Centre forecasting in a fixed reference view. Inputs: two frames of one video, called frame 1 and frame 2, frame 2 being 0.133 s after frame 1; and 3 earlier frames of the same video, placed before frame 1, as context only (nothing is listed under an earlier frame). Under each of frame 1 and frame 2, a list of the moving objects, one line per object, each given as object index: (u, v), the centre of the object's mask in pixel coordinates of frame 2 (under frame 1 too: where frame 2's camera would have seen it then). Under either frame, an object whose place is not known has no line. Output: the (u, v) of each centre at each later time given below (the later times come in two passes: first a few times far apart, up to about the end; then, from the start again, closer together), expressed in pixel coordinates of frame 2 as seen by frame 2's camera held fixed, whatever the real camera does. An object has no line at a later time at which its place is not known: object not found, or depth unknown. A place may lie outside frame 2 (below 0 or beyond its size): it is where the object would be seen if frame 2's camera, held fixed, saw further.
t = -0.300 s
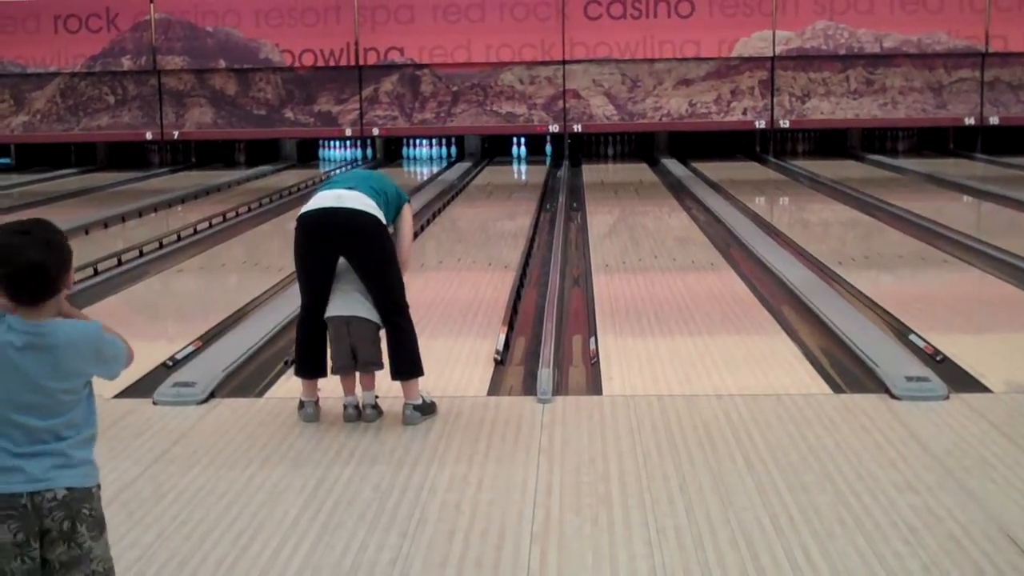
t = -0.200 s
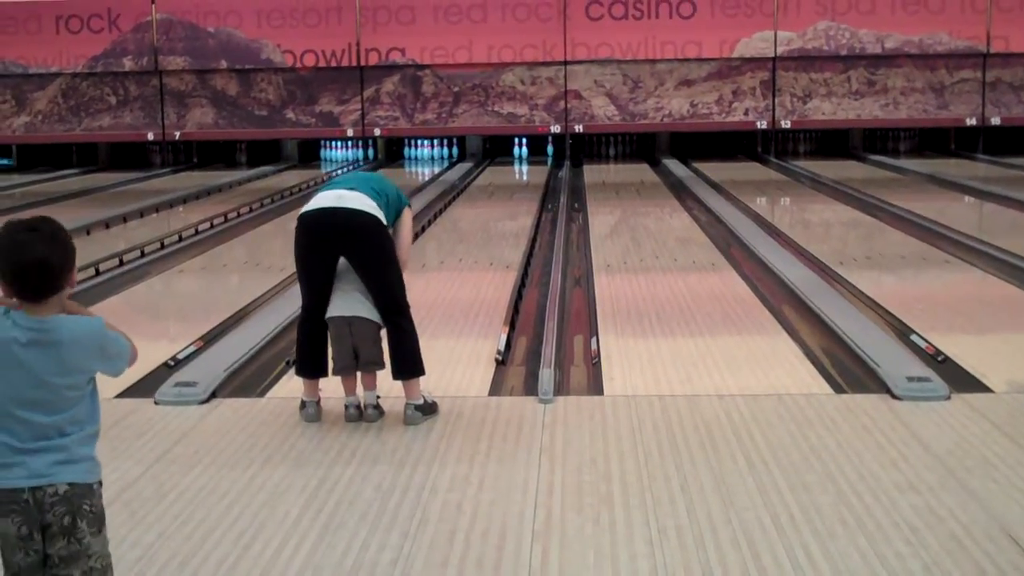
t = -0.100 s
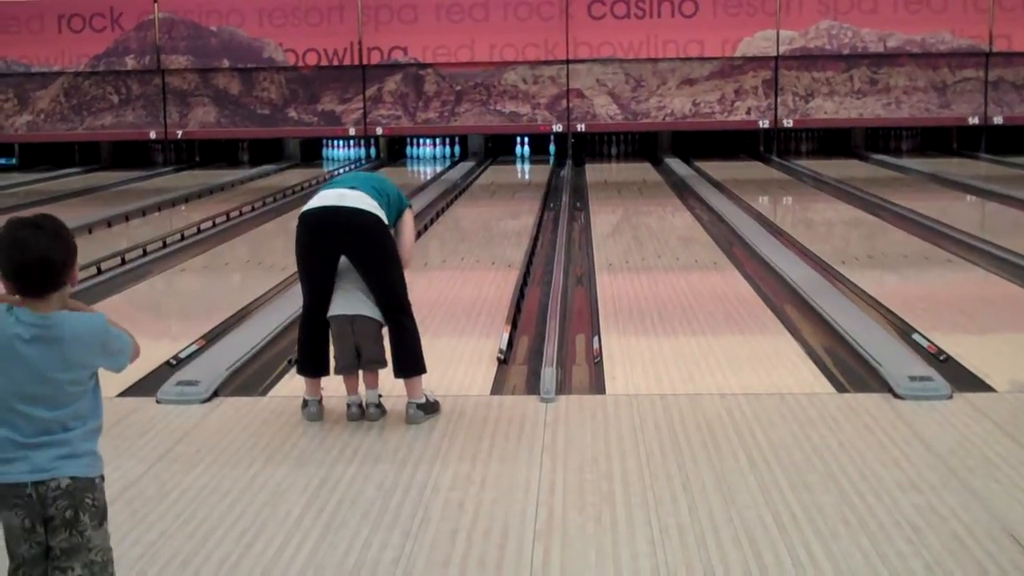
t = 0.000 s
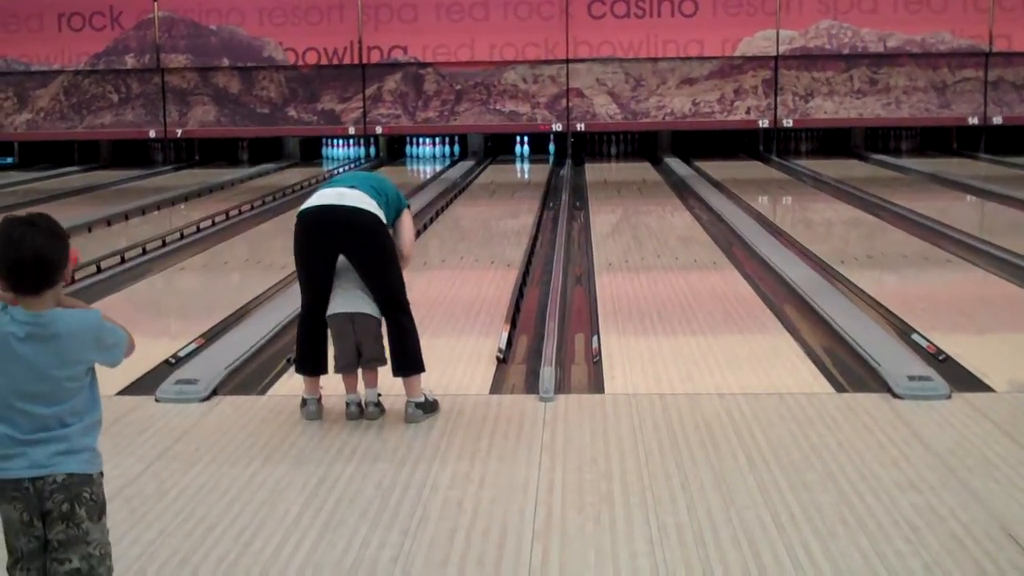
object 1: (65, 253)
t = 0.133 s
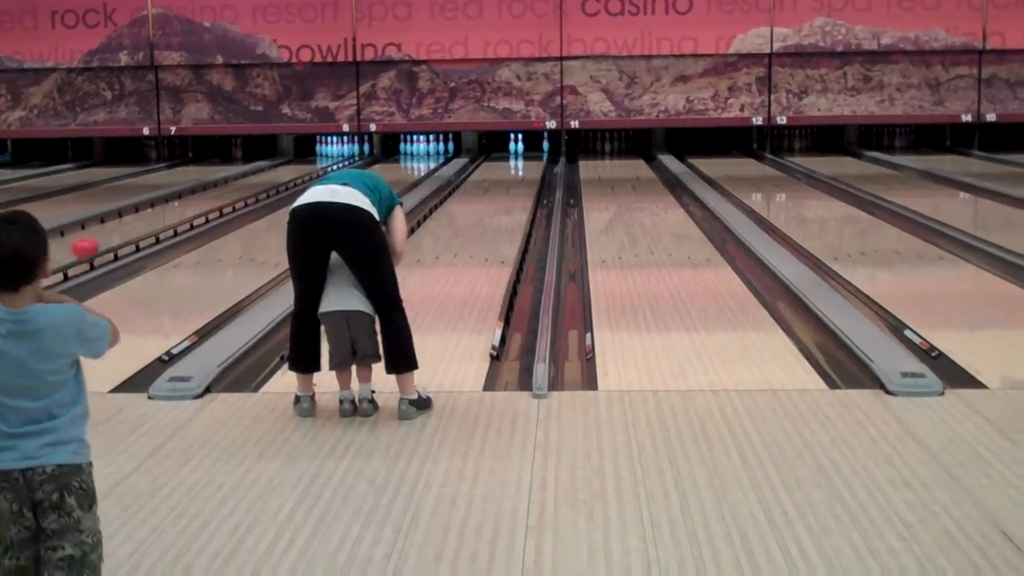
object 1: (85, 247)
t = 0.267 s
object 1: (108, 239)
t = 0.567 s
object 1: (151, 224)
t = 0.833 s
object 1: (176, 214)
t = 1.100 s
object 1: (197, 206)
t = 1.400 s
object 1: (215, 199)
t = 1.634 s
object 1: (230, 193)
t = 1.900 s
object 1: (244, 186)
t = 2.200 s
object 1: (253, 183)
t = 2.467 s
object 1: (266, 177)
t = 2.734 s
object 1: (274, 173)
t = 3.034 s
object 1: (281, 170)
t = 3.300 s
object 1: (286, 167)
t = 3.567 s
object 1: (292, 164)
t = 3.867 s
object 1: (297, 161)
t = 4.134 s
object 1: (302, 158)
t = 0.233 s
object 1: (103, 241)
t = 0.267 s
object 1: (108, 239)
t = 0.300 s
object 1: (115, 238)
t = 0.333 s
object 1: (120, 236)
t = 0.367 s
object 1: (126, 234)
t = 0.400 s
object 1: (131, 232)
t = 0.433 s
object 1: (135, 230)
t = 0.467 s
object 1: (141, 229)
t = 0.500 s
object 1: (144, 227)
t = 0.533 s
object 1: (148, 225)
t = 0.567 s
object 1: (151, 224)
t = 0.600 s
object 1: (154, 223)
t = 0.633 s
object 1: (157, 223)
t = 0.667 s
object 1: (161, 221)
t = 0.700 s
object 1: (164, 220)
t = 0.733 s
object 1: (167, 218)
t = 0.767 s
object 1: (170, 216)
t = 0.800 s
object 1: (173, 215)
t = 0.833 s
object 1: (176, 214)
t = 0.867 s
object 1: (179, 213)
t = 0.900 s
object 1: (182, 212)
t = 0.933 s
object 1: (184, 211)
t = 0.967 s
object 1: (185, 210)
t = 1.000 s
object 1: (189, 209)
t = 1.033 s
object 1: (194, 207)
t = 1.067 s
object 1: (194, 207)
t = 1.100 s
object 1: (197, 206)
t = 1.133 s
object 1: (199, 205)
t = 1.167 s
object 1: (201, 205)
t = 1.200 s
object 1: (203, 204)
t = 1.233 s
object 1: (206, 203)
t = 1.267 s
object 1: (207, 201)
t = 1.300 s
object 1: (210, 201)
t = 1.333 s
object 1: (211, 200)
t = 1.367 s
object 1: (213, 200)
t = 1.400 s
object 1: (215, 199)
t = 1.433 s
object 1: (217, 198)
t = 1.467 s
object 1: (219, 197)
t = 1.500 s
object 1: (222, 196)
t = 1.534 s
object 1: (224, 195)
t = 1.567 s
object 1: (227, 194)
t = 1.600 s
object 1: (228, 194)
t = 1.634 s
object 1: (230, 193)
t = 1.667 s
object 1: (231, 192)
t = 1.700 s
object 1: (231, 192)
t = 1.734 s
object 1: (233, 191)
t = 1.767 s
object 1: (235, 190)
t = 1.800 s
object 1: (237, 190)
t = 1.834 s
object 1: (239, 190)
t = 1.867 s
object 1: (242, 187)
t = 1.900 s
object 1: (244, 186)
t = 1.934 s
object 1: (245, 186)
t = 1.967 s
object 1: (246, 186)
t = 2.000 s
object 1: (247, 185)
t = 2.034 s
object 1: (249, 185)
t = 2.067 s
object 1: (251, 184)
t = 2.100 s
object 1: (252, 184)
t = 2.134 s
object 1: (253, 183)
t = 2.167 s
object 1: (253, 183)
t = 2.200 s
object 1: (253, 183)
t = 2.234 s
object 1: (255, 182)
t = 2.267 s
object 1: (257, 181)
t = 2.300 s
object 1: (257, 181)
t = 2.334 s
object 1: (260, 181)
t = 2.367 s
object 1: (261, 180)
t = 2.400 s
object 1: (262, 179)
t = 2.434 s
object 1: (265, 178)
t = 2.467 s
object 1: (266, 177)
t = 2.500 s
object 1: (267, 176)
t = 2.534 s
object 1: (269, 176)
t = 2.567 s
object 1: (269, 176)
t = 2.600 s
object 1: (270, 176)
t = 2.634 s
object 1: (271, 175)
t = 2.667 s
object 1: (272, 174)
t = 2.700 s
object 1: (272, 174)
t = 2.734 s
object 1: (274, 173)
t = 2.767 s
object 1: (274, 173)
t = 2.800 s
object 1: (275, 173)
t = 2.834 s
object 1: (276, 173)
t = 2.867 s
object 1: (277, 171)
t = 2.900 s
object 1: (278, 171)
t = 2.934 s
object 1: (278, 170)
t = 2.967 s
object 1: (279, 170)
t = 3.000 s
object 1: (280, 170)
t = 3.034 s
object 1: (281, 170)
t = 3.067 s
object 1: (282, 169)
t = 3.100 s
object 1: (281, 169)
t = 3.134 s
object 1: (282, 169)
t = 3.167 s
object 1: (283, 168)
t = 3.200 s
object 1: (284, 168)
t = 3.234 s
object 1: (285, 168)
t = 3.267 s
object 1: (286, 167)
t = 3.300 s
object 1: (286, 167)
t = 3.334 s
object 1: (287, 166)
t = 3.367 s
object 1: (287, 166)
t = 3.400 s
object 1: (288, 166)
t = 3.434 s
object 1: (289, 166)
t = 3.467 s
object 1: (289, 165)
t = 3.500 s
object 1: (290, 165)
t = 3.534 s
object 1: (291, 164)
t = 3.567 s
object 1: (292, 164)
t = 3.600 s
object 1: (293, 163)
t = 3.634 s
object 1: (293, 163)
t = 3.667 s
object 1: (293, 162)
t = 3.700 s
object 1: (294, 162)
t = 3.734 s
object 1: (295, 162)
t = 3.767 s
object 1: (295, 162)
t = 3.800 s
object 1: (296, 162)
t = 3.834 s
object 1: (297, 162)
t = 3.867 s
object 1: (297, 161)
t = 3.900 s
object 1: (298, 161)
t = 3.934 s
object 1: (298, 161)
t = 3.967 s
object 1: (299, 160)
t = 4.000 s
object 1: (299, 160)
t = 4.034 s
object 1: (300, 159)
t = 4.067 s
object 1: (300, 159)
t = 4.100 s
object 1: (301, 159)
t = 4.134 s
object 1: (302, 158)
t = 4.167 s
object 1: (302, 158)
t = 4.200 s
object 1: (302, 158)
